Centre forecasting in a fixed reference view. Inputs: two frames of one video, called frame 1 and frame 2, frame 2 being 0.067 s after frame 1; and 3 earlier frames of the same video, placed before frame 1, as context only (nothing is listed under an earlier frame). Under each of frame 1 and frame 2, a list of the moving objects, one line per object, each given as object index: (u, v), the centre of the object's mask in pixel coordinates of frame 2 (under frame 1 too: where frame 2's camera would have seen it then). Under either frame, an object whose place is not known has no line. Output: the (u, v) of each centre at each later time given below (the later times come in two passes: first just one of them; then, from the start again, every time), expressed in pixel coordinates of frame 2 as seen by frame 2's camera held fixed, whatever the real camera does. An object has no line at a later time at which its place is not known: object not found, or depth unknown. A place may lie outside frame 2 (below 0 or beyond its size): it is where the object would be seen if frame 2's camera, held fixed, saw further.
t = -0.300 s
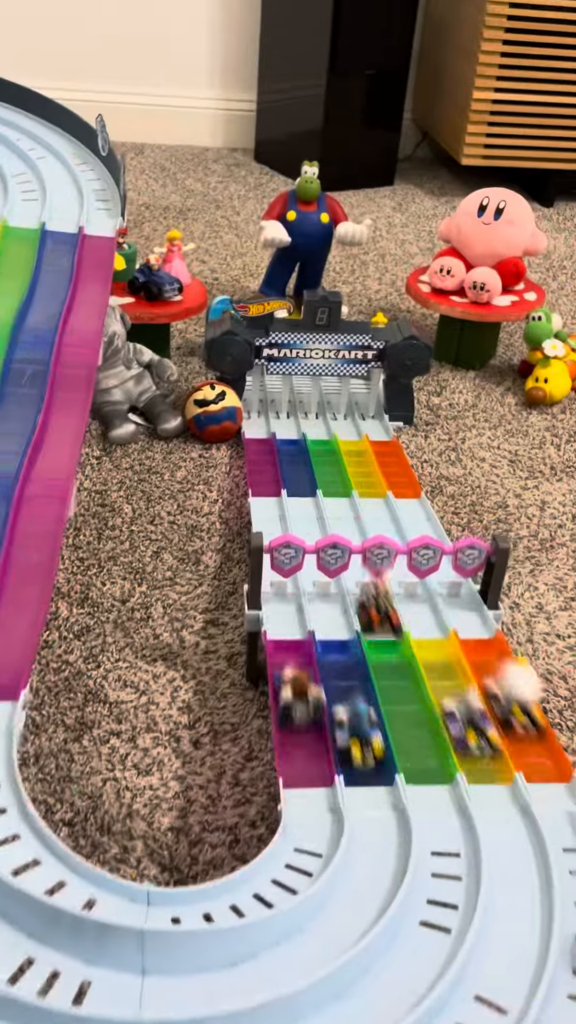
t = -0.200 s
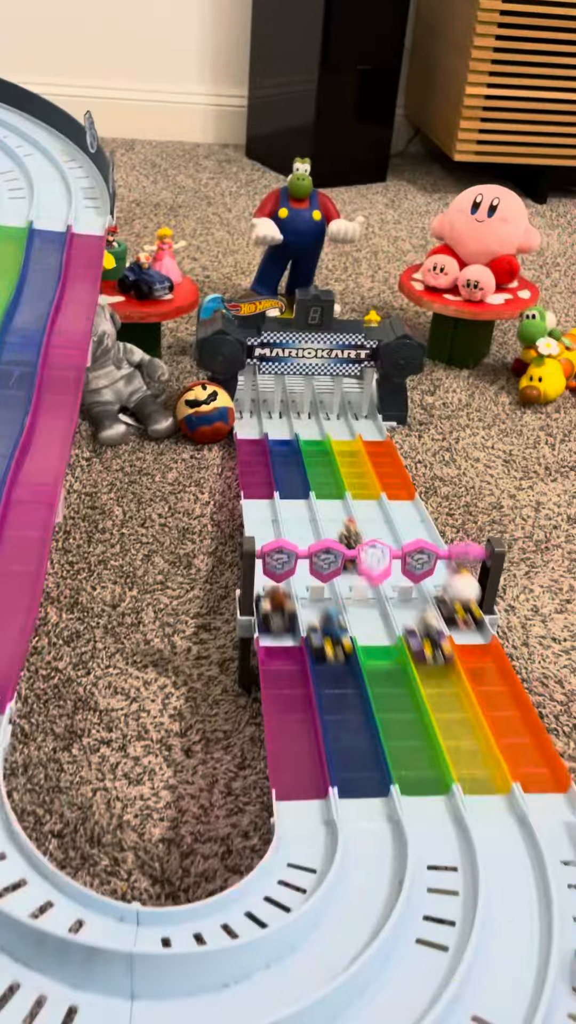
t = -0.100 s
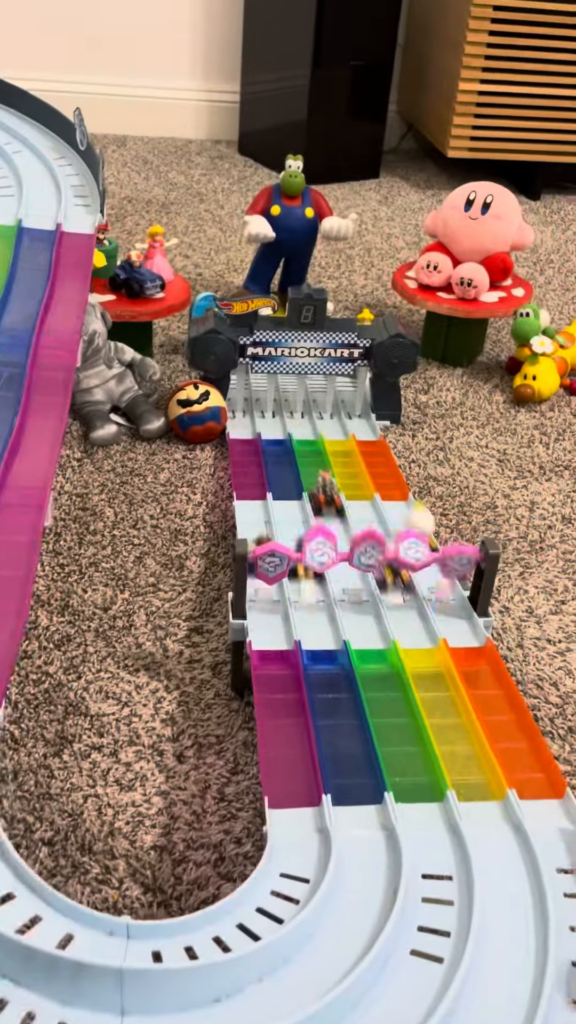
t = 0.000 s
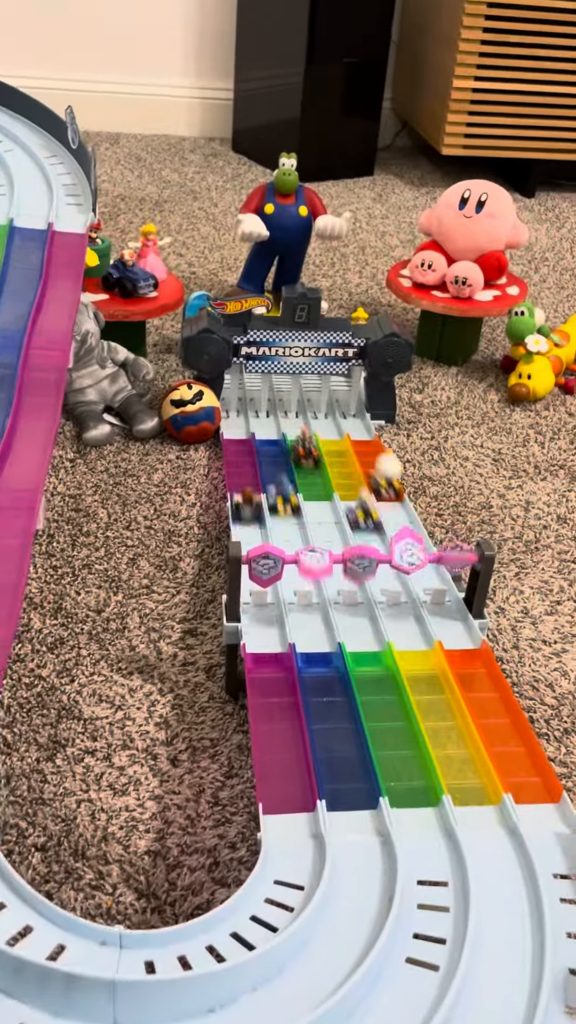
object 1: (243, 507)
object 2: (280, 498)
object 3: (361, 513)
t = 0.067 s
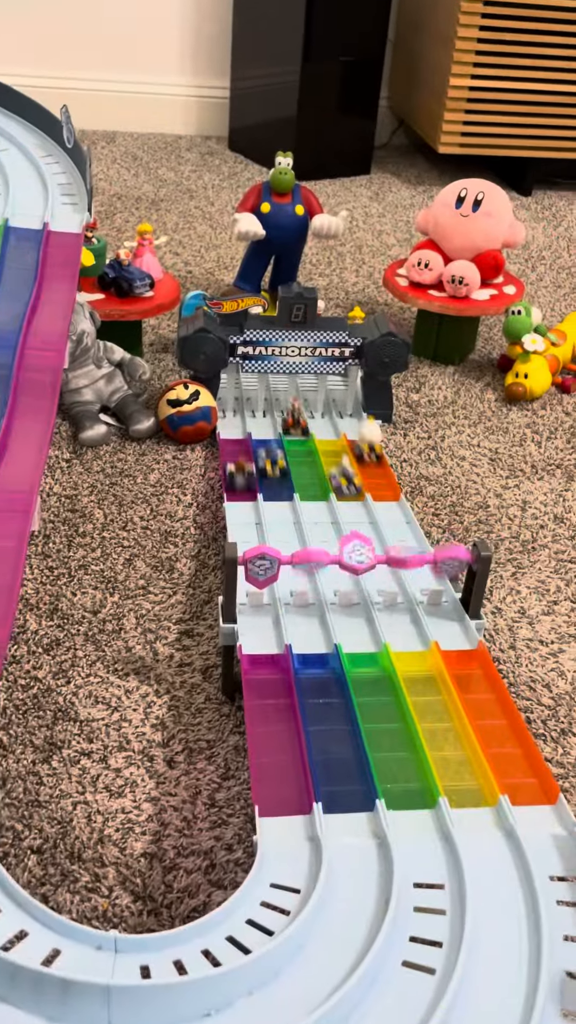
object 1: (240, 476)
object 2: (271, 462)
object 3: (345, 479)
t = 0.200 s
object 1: (231, 416)
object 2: (259, 400)
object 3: (324, 420)
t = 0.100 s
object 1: (239, 460)
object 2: (269, 445)
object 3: (339, 463)
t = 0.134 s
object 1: (235, 444)
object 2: (265, 428)
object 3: (335, 447)
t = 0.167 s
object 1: (233, 430)
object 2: (263, 413)
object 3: (330, 431)
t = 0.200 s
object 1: (231, 416)
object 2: (259, 400)
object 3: (324, 420)
